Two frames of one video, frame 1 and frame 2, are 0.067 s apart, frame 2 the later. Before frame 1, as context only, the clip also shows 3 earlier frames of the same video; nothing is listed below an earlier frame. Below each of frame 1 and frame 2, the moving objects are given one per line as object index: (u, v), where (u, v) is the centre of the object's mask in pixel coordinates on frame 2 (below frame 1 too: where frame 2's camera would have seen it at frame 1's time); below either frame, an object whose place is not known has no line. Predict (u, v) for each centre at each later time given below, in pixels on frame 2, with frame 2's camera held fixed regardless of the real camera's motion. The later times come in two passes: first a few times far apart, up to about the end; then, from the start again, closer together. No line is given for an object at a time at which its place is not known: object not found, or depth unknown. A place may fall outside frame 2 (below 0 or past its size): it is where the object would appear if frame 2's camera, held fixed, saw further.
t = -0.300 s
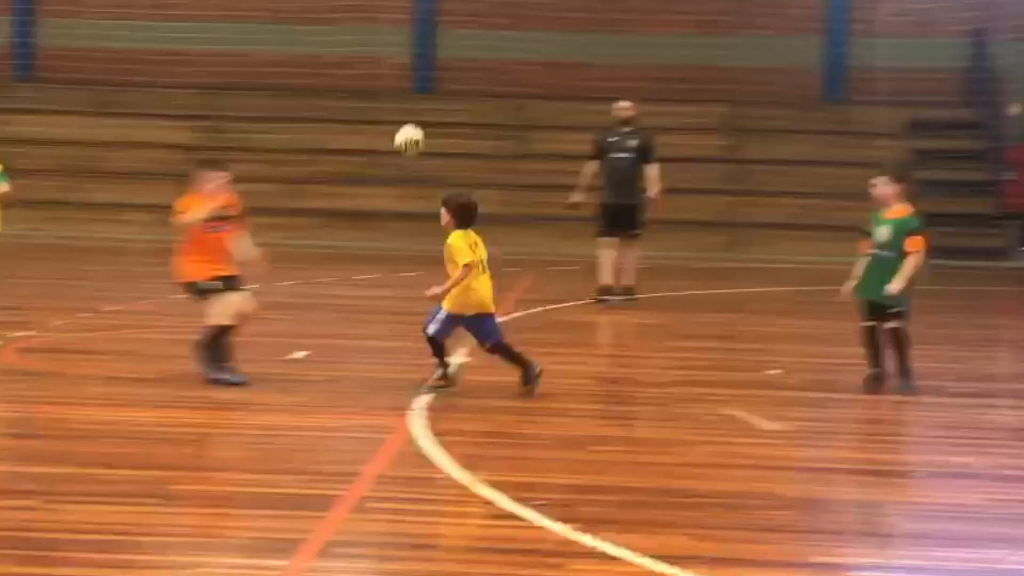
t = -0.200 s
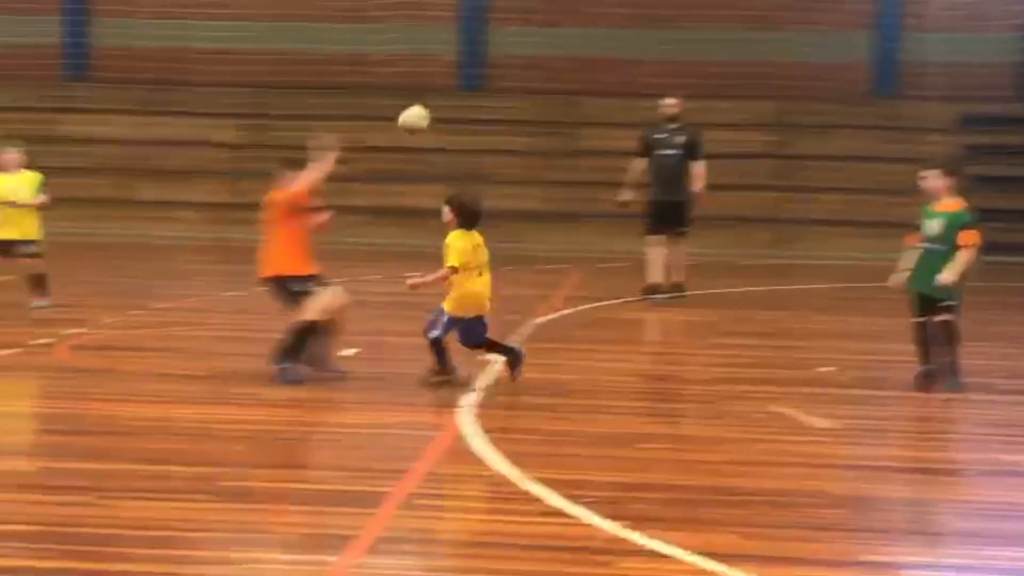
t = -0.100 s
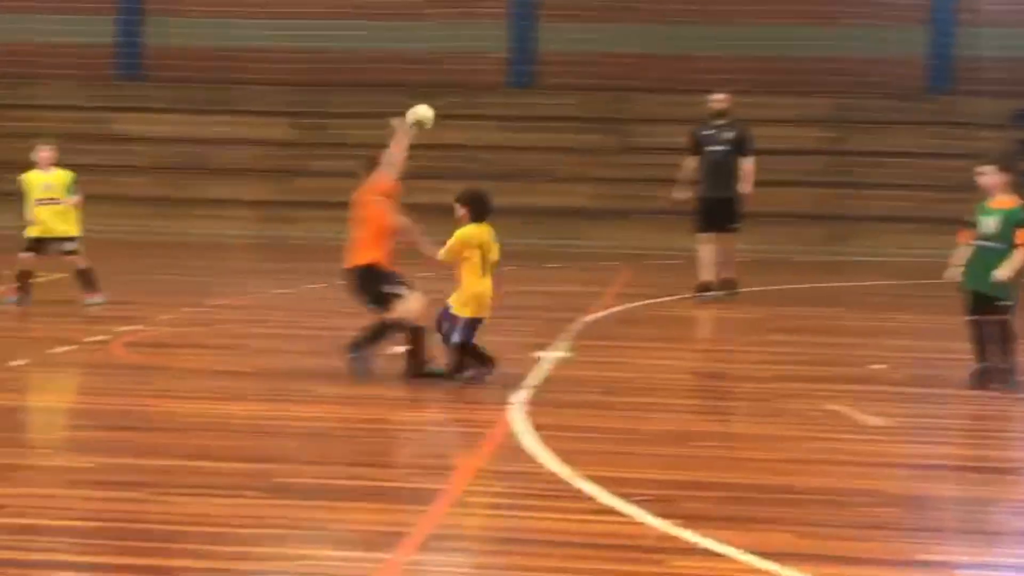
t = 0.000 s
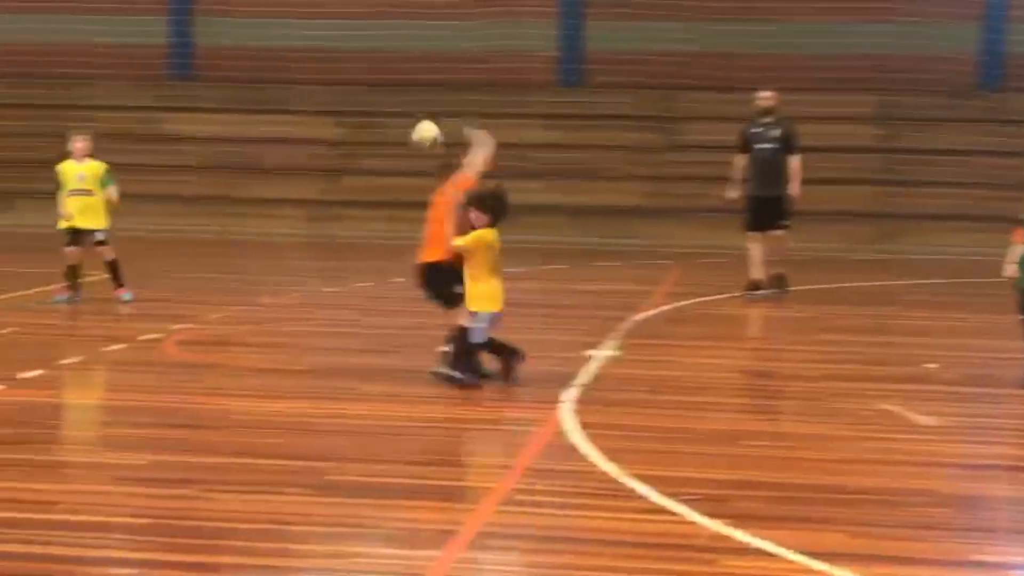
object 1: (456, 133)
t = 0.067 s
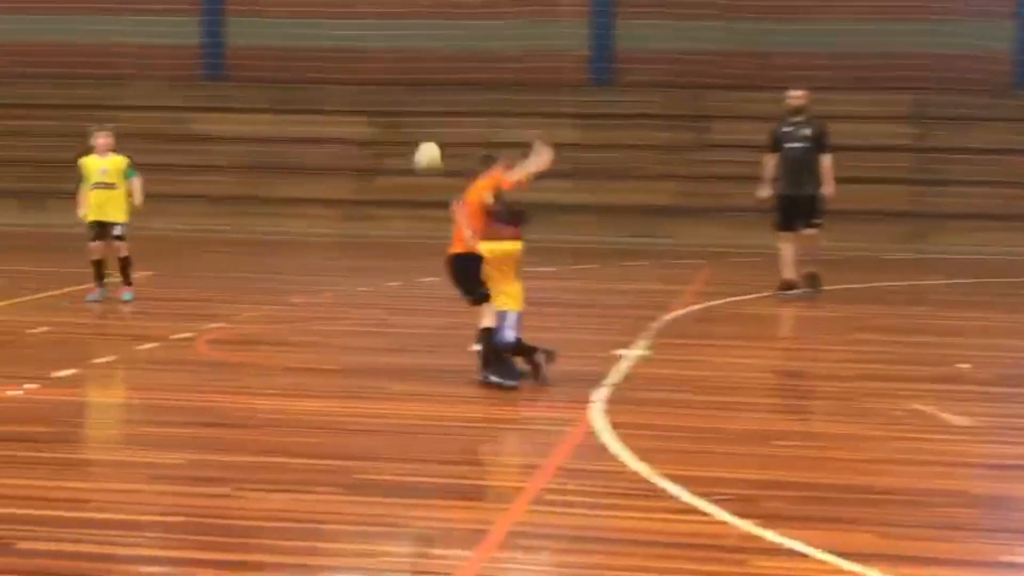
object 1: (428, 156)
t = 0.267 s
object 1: (342, 271)
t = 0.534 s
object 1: (260, 297)
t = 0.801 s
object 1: (206, 277)
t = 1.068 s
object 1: (148, 350)
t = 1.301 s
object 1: (100, 326)
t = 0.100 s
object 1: (413, 169)
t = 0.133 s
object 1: (398, 186)
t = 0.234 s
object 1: (357, 245)
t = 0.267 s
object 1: (342, 271)
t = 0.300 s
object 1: (325, 293)
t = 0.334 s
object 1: (311, 321)
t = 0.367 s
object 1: (297, 355)
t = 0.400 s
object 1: (288, 355)
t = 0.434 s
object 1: (281, 334)
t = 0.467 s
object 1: (274, 318)
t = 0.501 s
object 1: (268, 306)
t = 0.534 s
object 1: (260, 297)
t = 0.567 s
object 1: (255, 286)
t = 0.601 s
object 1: (248, 279)
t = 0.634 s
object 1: (240, 274)
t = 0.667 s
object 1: (234, 272)
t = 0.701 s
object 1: (227, 270)
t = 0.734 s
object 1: (221, 271)
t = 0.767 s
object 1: (214, 273)
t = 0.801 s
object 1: (206, 277)
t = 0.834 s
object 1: (200, 284)
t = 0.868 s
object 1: (192, 292)
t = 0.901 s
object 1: (184, 301)
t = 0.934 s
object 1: (176, 312)
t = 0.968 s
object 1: (171, 330)
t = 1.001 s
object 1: (161, 347)
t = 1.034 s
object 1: (153, 360)
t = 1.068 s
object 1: (148, 350)
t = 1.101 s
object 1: (142, 339)
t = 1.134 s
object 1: (134, 332)
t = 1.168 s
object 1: (127, 328)
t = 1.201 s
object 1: (120, 325)
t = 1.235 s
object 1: (113, 324)
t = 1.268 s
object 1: (107, 324)
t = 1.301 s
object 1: (100, 326)
